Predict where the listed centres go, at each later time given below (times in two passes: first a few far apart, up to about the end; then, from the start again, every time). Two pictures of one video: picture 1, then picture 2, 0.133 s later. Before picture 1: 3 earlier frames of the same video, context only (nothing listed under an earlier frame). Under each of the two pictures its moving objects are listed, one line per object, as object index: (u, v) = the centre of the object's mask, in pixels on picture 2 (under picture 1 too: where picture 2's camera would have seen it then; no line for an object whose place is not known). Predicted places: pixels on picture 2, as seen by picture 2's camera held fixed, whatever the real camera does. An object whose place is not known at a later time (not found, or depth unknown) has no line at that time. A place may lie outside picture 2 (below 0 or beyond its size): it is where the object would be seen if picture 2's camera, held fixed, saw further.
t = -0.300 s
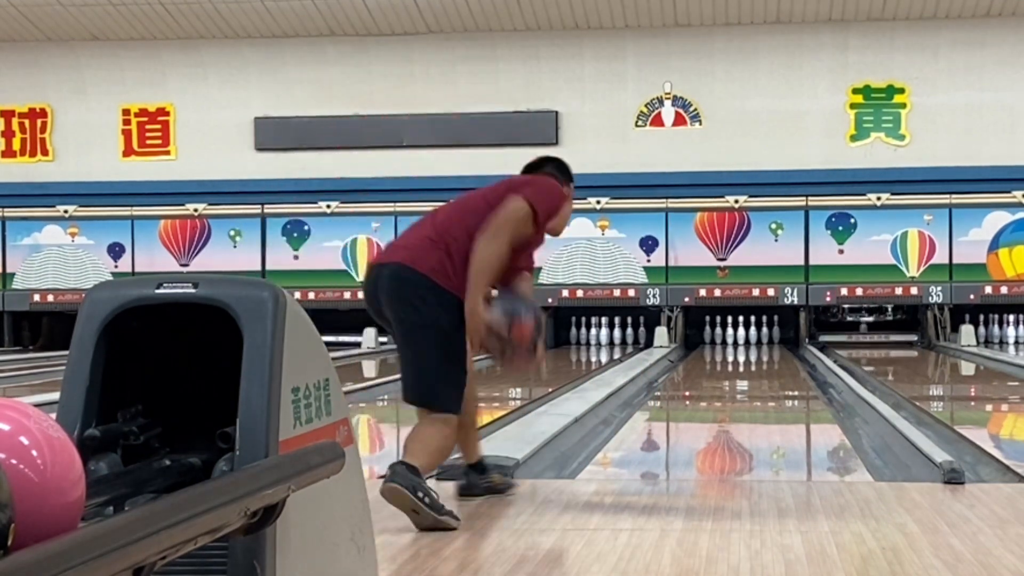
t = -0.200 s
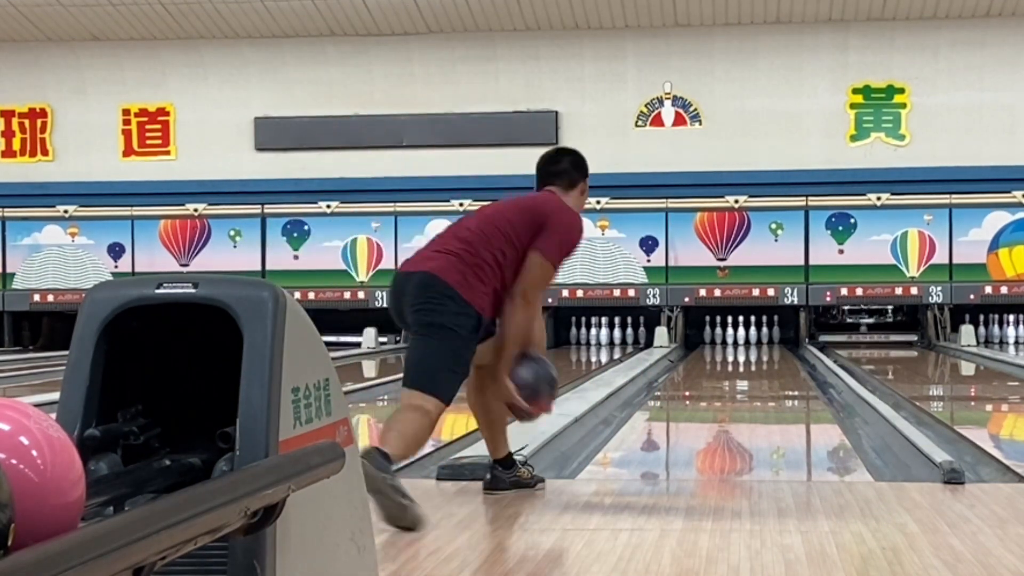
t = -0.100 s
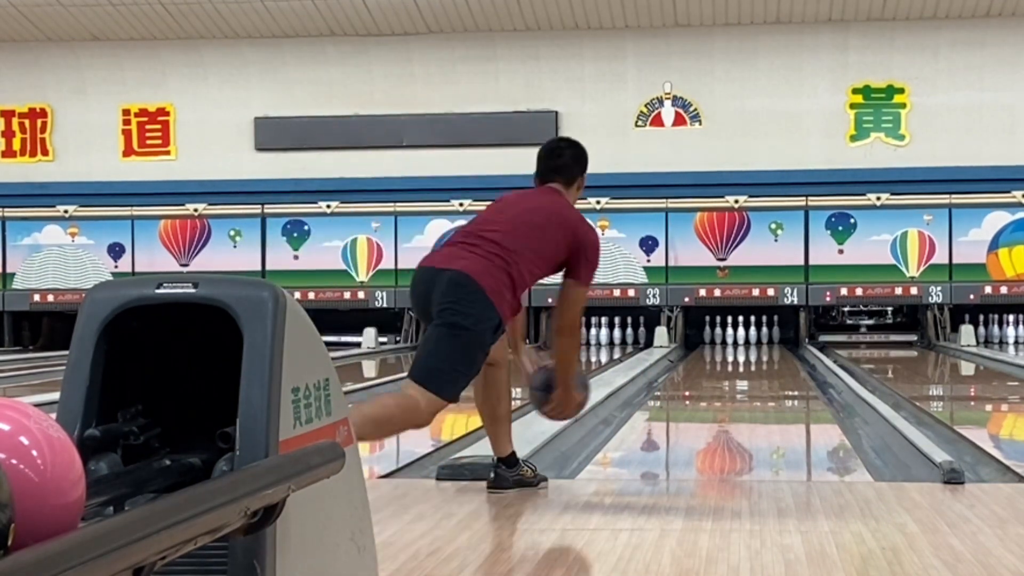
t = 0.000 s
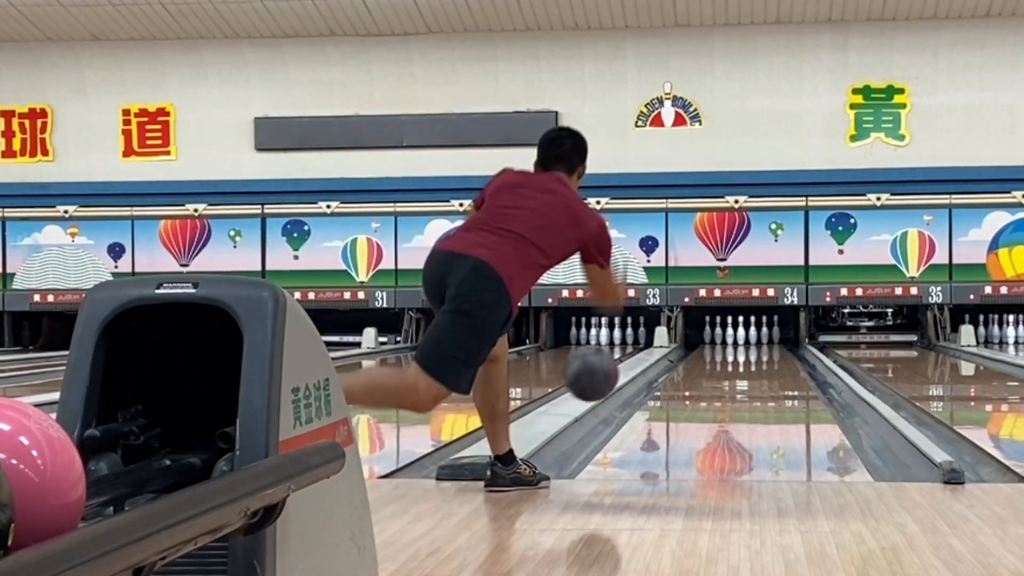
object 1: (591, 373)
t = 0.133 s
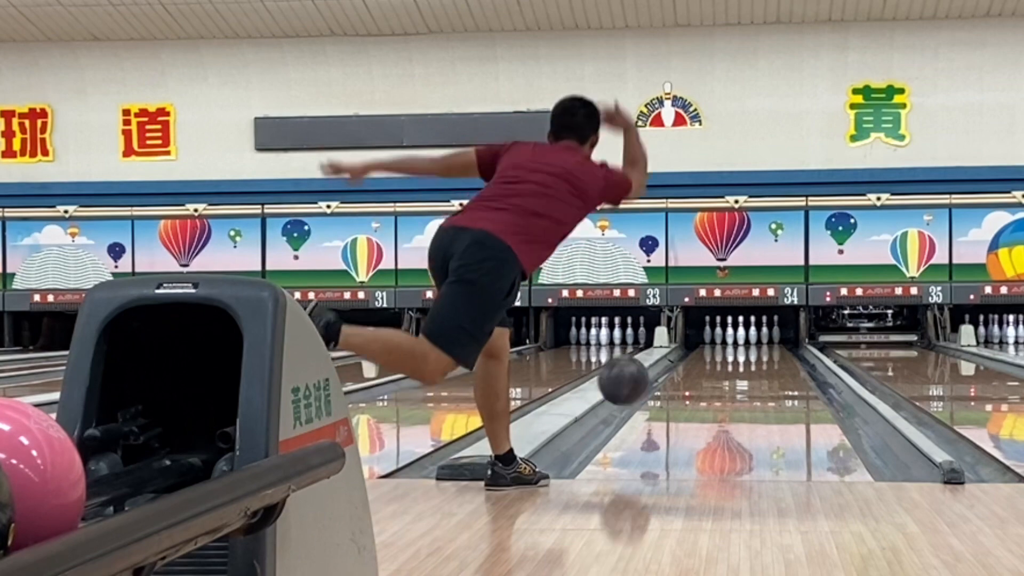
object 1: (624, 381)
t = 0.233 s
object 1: (644, 410)
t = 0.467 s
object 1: (681, 398)
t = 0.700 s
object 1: (708, 386)
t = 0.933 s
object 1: (729, 377)
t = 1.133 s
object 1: (742, 370)
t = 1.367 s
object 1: (753, 363)
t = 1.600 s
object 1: (763, 357)
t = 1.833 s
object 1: (771, 353)
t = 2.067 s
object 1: (776, 348)
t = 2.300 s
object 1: (779, 344)
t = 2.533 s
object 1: (778, 342)
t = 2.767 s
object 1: (775, 340)
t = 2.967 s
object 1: (767, 338)
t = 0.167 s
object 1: (631, 388)
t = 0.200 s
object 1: (638, 397)
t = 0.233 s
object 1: (644, 410)
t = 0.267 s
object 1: (651, 412)
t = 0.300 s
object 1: (656, 408)
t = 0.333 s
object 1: (662, 405)
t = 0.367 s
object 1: (667, 405)
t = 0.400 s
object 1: (672, 402)
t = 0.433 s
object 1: (677, 401)
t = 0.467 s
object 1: (681, 398)
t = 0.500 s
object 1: (685, 396)
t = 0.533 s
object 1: (690, 395)
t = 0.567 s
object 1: (694, 392)
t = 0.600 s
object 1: (698, 391)
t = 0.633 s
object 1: (701, 389)
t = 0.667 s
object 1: (705, 388)
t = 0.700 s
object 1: (708, 386)
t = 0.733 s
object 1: (712, 384)
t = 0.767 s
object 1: (714, 383)
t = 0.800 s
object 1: (717, 382)
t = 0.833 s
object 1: (720, 381)
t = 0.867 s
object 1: (723, 380)
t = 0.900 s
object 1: (726, 378)
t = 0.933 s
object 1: (729, 377)
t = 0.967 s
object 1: (731, 375)
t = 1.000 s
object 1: (733, 374)
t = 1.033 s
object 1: (735, 373)
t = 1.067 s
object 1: (738, 372)
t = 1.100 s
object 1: (740, 371)
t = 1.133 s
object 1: (742, 370)
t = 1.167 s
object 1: (743, 369)
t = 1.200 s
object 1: (746, 367)
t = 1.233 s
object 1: (747, 366)
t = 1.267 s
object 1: (749, 365)
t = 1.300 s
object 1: (750, 365)
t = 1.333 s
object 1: (752, 363)
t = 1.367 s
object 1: (753, 363)
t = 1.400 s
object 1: (755, 362)
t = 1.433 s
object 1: (757, 361)
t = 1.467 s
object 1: (758, 360)
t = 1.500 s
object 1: (759, 359)
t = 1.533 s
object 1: (761, 359)
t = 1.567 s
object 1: (762, 358)
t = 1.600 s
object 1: (763, 357)
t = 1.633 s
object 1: (765, 357)
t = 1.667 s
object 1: (766, 356)
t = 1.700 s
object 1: (767, 355)
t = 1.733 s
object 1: (769, 354)
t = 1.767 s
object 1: (770, 354)
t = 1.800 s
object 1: (770, 353)
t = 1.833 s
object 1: (771, 353)
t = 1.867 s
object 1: (772, 351)
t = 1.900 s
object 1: (773, 351)
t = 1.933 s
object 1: (773, 350)
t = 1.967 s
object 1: (774, 350)
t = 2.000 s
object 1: (775, 349)
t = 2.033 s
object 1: (775, 348)
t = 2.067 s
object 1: (776, 348)
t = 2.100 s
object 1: (776, 347)
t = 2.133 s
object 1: (777, 346)
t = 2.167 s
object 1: (778, 346)
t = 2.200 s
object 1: (778, 346)
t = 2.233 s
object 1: (778, 345)
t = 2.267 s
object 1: (779, 345)
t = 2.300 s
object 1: (779, 344)
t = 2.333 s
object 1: (779, 344)
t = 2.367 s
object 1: (779, 344)
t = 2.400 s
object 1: (779, 343)
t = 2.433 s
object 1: (779, 343)
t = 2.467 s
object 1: (779, 343)
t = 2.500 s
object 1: (778, 342)
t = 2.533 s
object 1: (778, 342)
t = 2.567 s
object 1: (777, 342)
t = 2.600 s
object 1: (777, 341)
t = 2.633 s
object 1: (777, 341)
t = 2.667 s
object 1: (776, 341)
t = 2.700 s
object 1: (775, 340)
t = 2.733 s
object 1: (775, 340)
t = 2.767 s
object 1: (775, 340)
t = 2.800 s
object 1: (774, 340)
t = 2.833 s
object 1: (772, 339)
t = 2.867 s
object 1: (772, 339)
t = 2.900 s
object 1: (771, 339)
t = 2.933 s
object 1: (769, 338)
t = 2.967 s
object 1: (767, 338)
